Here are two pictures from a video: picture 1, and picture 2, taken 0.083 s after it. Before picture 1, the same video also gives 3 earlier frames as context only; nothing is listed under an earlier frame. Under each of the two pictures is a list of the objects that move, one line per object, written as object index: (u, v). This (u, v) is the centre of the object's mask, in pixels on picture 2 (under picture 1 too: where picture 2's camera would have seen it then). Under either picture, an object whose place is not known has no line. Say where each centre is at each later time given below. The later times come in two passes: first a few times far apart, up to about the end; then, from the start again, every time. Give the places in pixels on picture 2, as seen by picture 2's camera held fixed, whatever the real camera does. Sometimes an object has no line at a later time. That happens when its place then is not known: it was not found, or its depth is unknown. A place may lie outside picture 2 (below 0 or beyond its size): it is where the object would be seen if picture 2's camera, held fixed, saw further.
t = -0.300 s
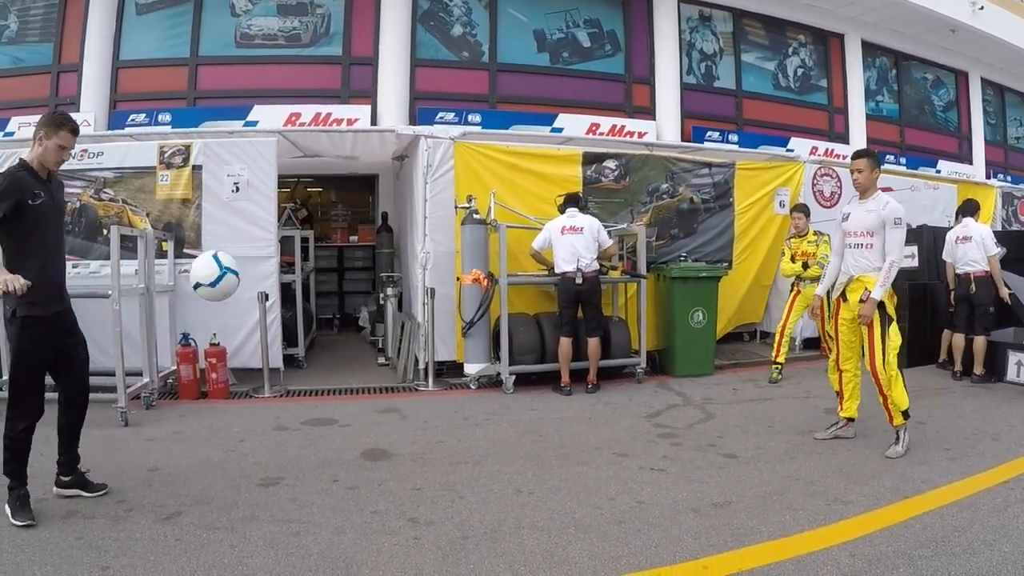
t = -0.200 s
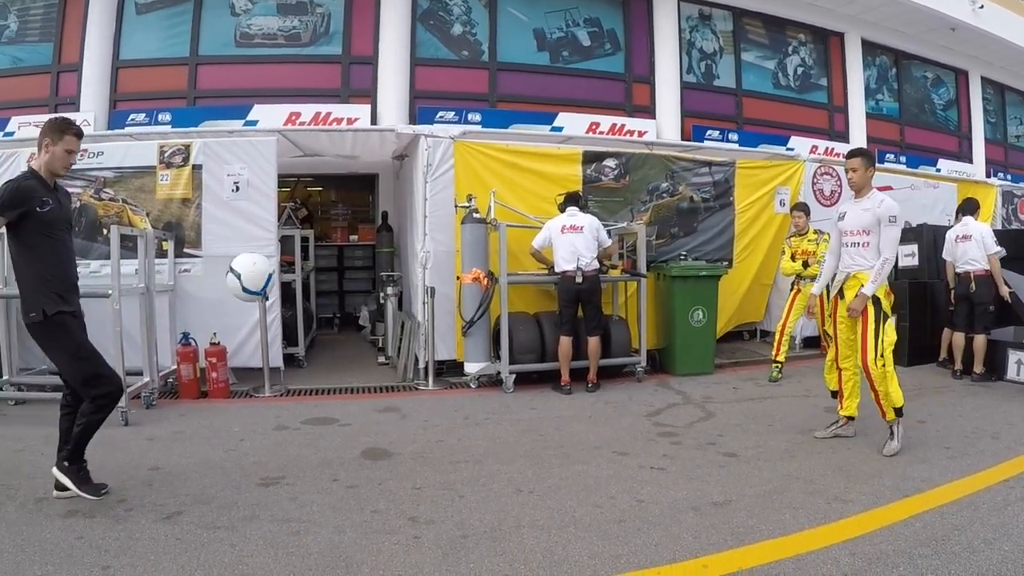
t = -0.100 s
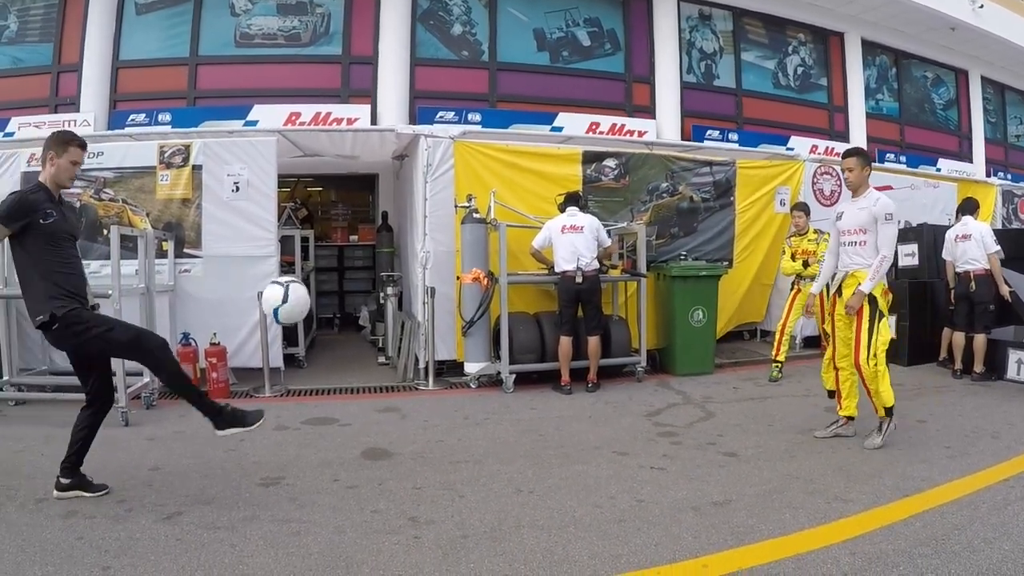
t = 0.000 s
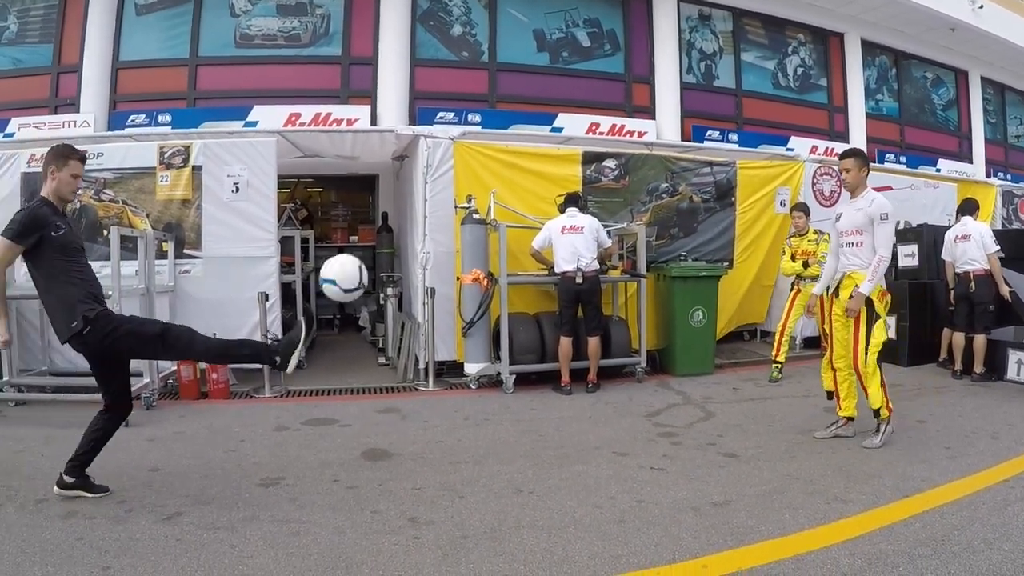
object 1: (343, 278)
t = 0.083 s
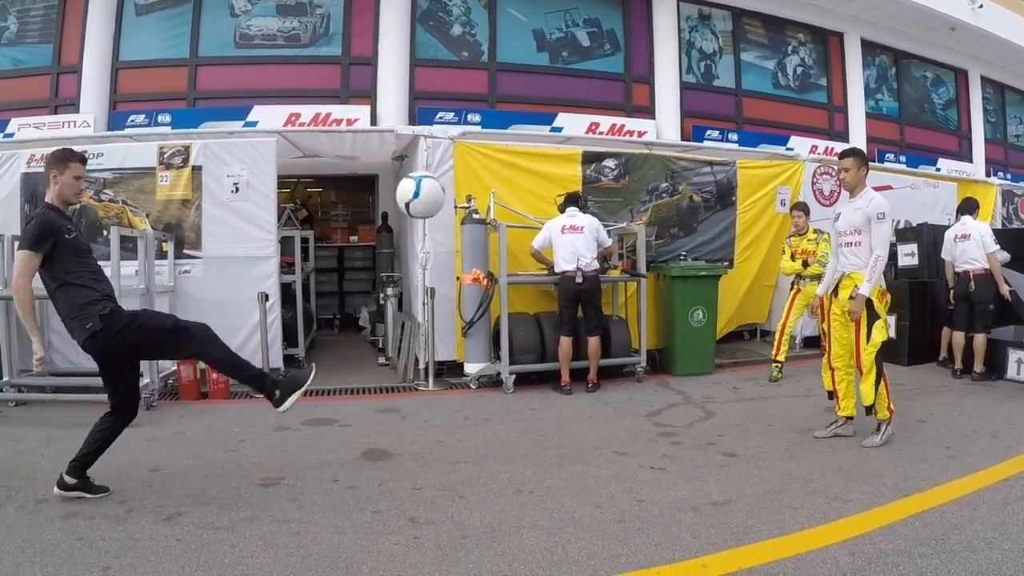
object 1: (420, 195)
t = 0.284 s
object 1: (610, 65)
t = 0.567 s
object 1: (837, 57)
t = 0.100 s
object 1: (436, 180)
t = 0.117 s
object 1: (452, 166)
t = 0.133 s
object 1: (467, 152)
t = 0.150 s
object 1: (484, 139)
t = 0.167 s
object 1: (500, 127)
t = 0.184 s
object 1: (515, 115)
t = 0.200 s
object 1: (532, 106)
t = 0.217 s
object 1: (548, 96)
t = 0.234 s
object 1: (563, 87)
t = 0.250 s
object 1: (579, 79)
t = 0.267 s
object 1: (594, 72)
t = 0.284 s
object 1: (610, 65)
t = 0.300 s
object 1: (625, 60)
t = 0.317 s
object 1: (639, 55)
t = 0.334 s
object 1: (654, 51)
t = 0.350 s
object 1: (668, 47)
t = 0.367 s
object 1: (682, 44)
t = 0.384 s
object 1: (697, 42)
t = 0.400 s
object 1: (710, 40)
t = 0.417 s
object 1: (723, 40)
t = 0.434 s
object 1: (737, 39)
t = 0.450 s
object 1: (750, 39)
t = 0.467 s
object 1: (762, 40)
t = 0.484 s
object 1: (774, 41)
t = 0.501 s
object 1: (787, 43)
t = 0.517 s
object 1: (800, 45)
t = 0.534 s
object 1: (812, 49)
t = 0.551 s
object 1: (825, 53)
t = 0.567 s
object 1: (837, 57)
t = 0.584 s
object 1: (848, 62)
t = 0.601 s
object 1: (860, 67)
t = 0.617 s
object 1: (871, 73)
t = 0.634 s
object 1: (882, 80)
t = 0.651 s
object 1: (893, 87)
